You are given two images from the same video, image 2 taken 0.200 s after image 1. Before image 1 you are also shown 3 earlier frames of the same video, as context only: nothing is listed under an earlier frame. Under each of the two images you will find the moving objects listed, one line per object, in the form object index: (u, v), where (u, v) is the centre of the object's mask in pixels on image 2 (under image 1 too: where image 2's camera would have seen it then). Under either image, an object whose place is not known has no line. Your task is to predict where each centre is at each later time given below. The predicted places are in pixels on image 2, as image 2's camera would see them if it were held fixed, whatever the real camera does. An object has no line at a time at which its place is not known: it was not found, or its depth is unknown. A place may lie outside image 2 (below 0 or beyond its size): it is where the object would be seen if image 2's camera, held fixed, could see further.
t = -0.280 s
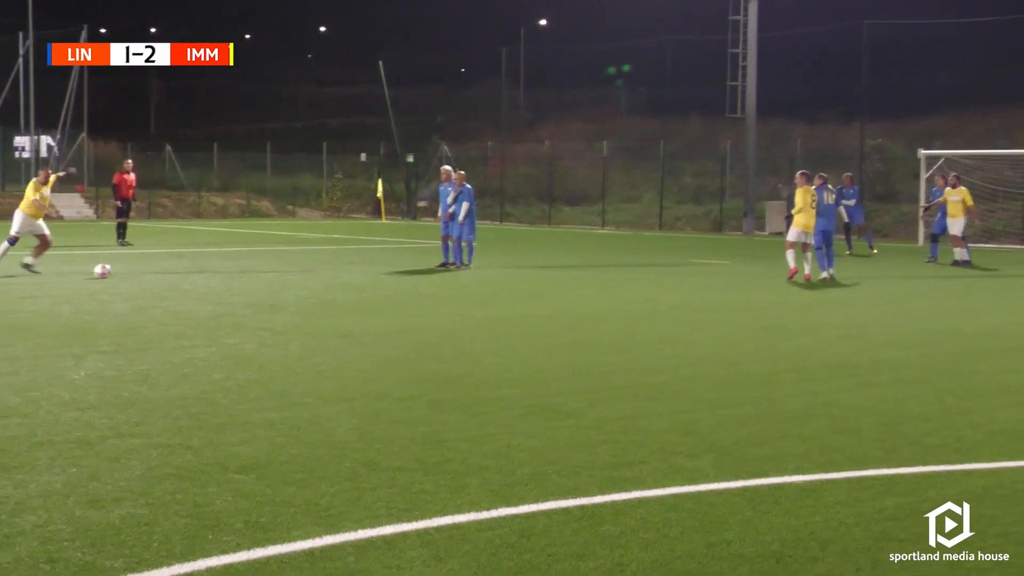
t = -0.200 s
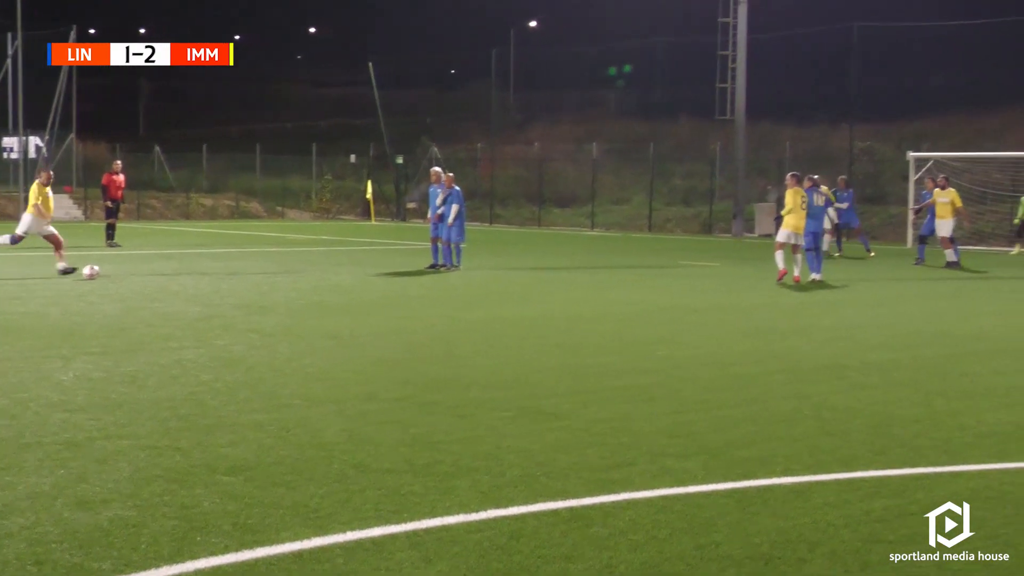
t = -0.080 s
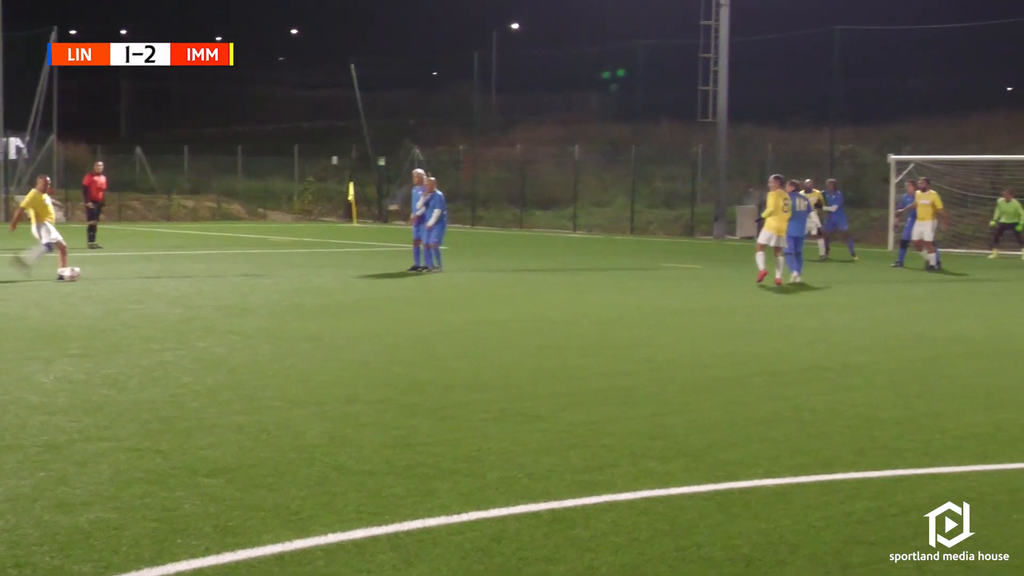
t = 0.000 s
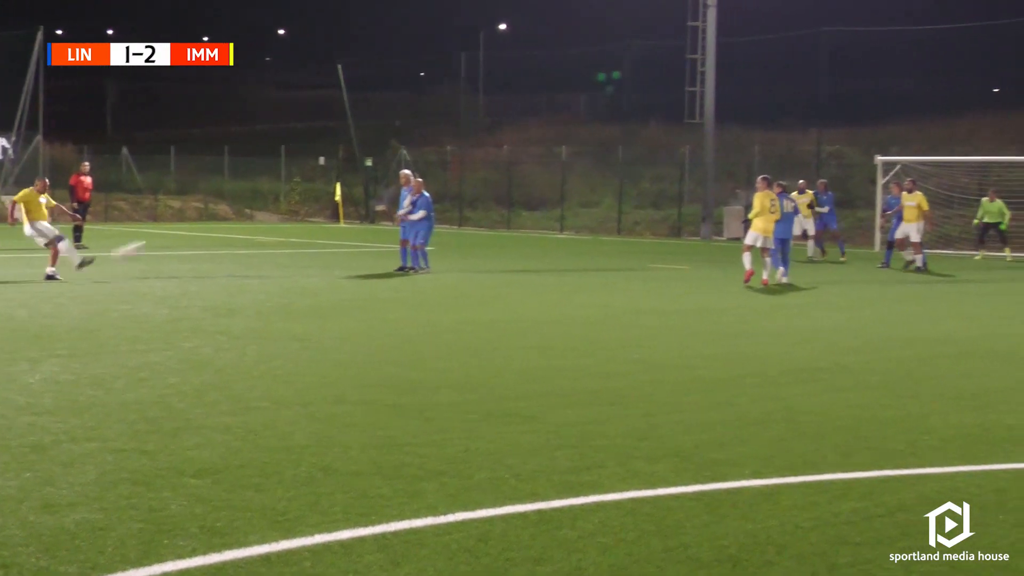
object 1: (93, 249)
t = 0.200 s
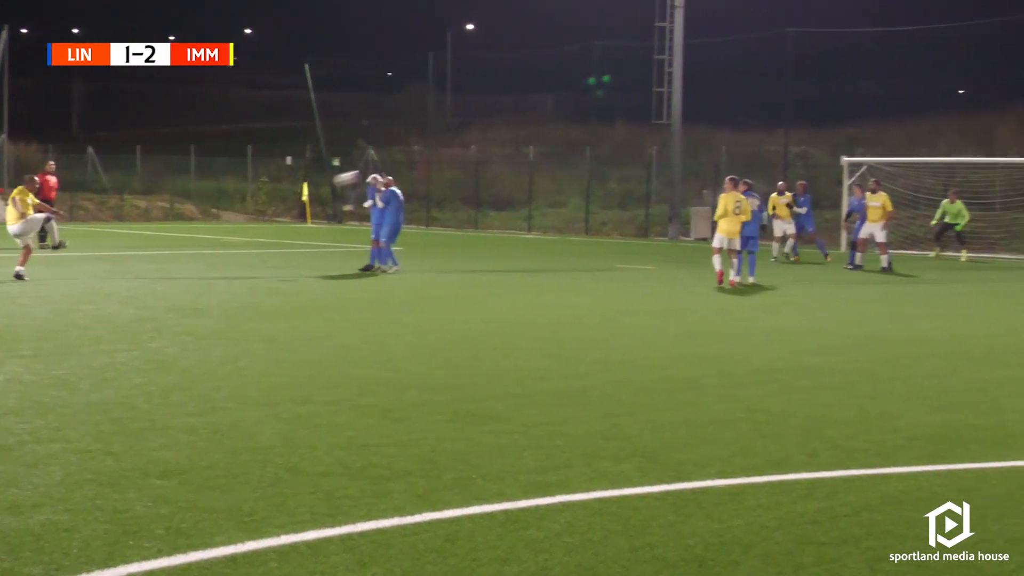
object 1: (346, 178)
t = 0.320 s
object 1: (463, 153)
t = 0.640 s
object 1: (685, 130)
